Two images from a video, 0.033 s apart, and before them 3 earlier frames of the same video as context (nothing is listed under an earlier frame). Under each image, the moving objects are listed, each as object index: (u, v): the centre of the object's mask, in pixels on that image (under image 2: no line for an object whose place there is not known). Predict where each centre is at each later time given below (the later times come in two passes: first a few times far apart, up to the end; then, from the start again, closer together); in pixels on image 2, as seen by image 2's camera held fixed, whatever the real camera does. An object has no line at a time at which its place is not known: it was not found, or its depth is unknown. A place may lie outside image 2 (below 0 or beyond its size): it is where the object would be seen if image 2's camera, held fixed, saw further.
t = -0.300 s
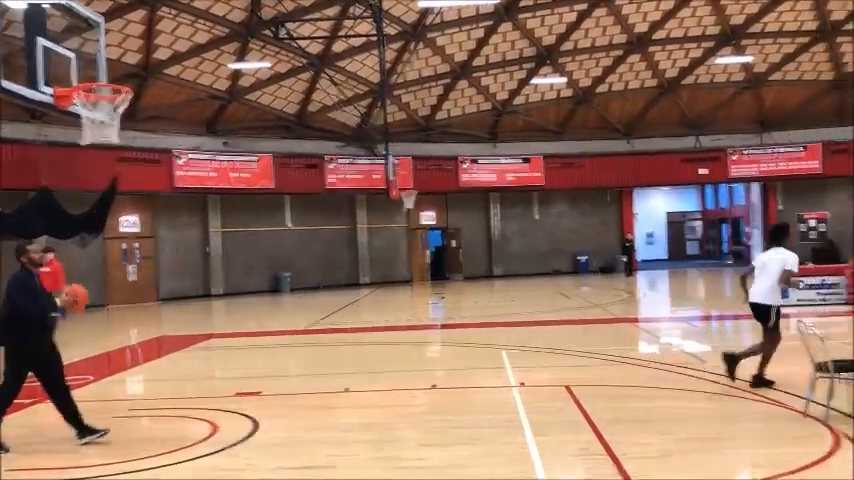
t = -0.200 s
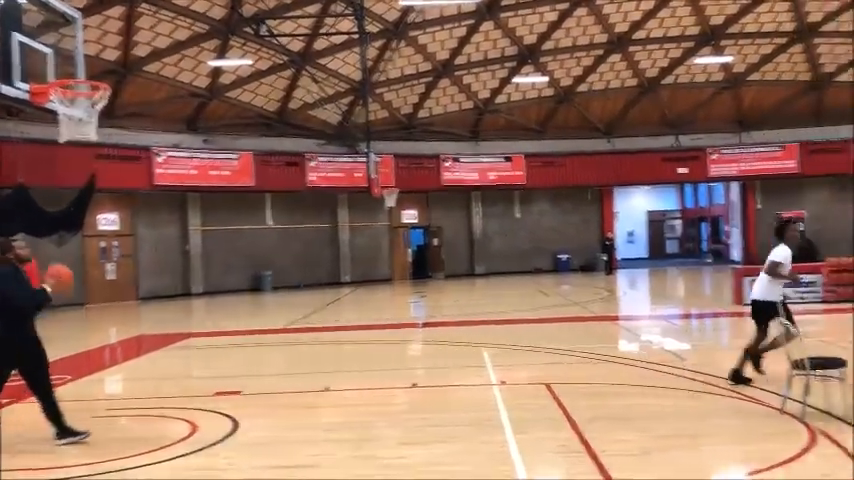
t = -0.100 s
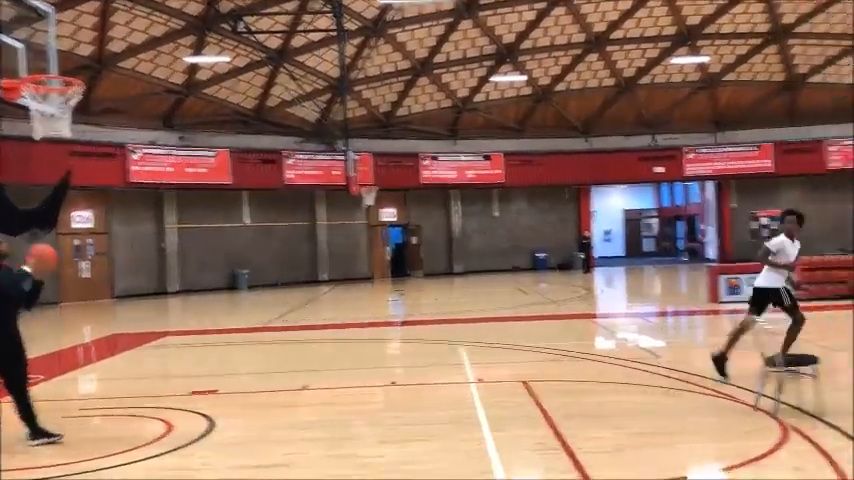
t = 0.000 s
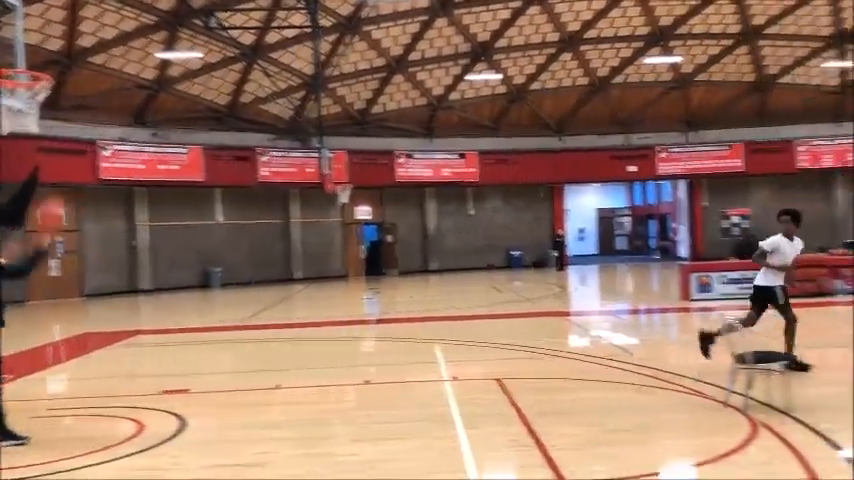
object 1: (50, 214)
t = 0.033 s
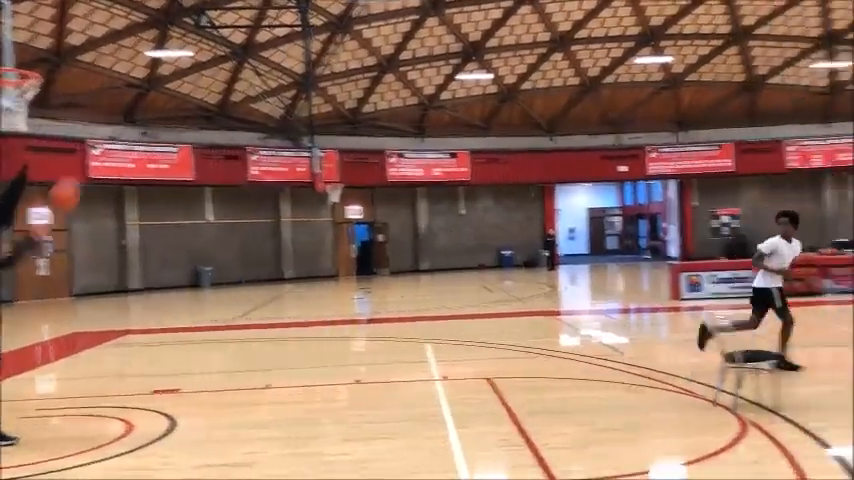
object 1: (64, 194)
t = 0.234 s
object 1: (218, 104)
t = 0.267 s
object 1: (243, 94)
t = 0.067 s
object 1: (89, 179)
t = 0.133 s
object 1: (144, 142)
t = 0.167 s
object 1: (168, 127)
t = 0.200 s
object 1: (193, 115)
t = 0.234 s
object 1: (218, 104)
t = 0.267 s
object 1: (243, 94)
